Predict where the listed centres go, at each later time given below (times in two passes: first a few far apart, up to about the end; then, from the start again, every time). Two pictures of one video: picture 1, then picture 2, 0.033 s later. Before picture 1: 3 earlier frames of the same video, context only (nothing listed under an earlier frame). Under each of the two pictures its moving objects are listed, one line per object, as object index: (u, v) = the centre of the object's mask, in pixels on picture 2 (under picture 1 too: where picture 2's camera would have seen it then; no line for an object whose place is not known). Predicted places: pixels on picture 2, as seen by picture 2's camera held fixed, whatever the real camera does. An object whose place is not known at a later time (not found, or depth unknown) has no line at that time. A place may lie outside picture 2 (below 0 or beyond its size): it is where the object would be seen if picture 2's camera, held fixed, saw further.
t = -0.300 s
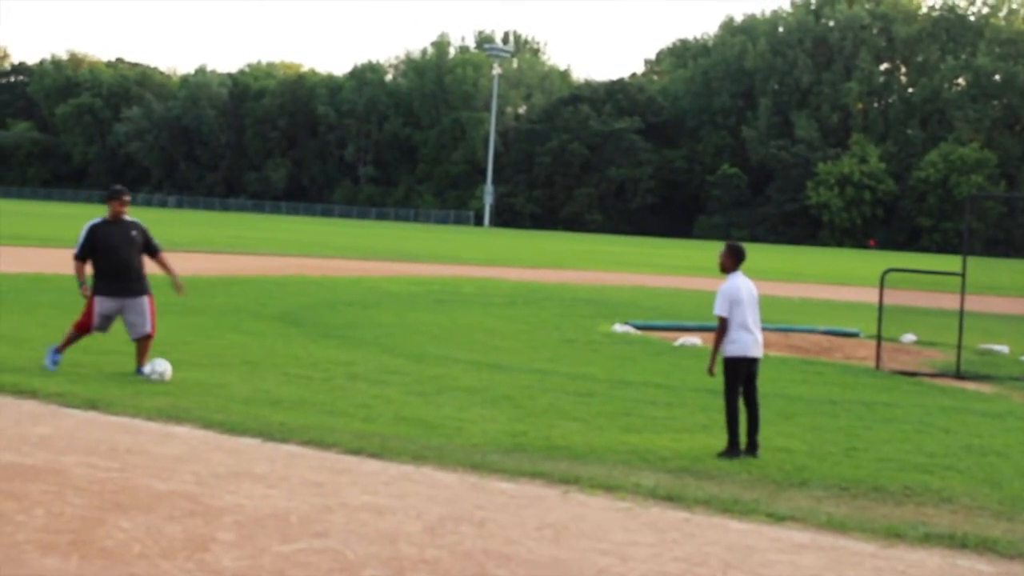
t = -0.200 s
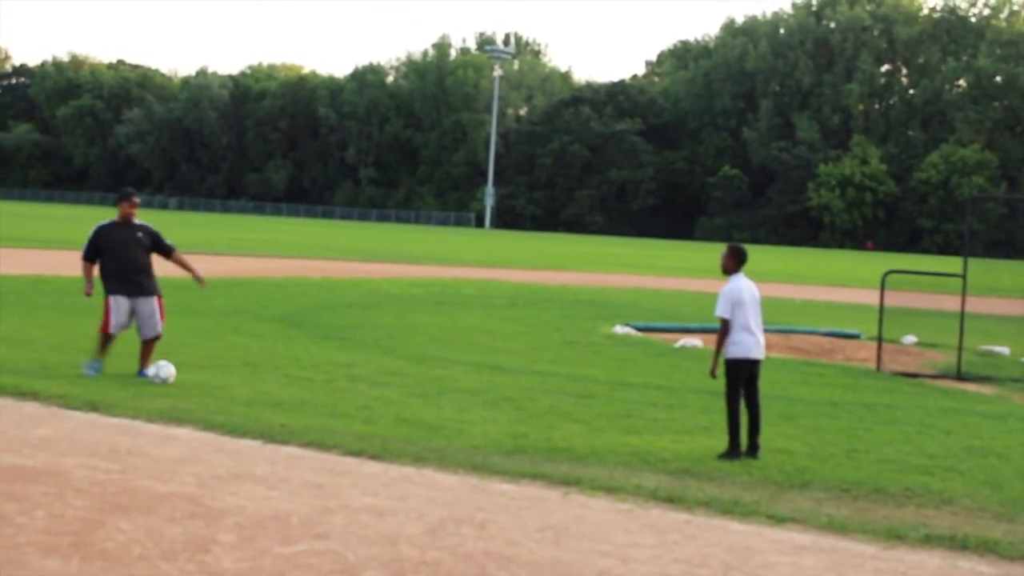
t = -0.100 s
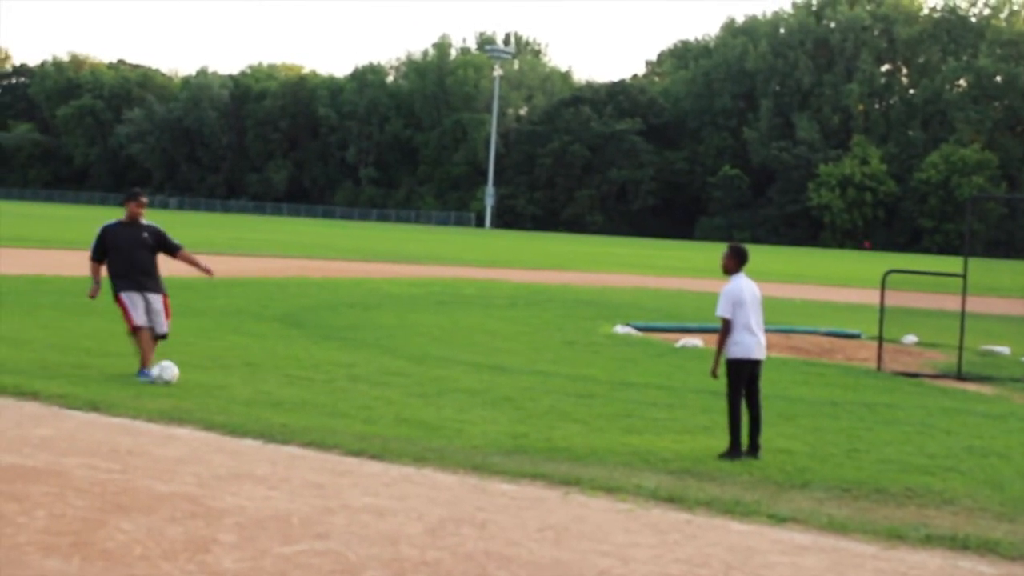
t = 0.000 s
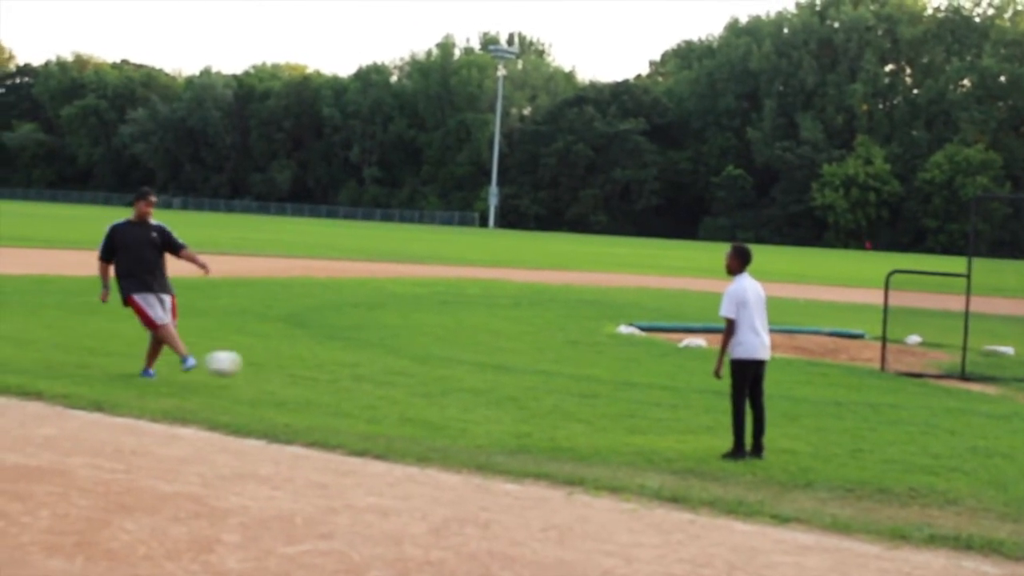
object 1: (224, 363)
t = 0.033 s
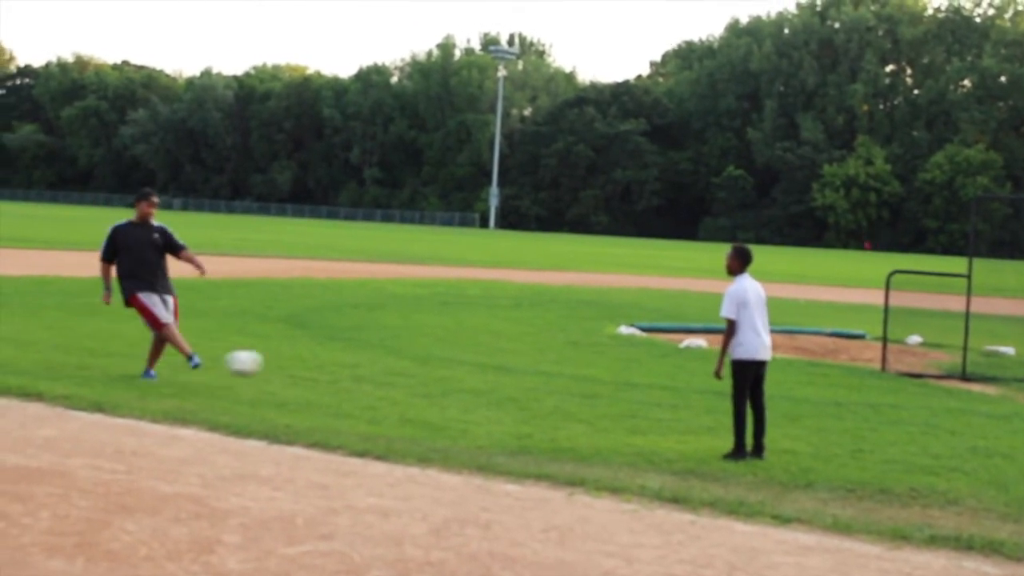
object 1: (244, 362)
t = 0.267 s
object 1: (391, 390)
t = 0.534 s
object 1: (515, 409)
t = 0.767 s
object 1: (606, 424)
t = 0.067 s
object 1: (264, 362)
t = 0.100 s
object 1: (284, 363)
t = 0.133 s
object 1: (306, 366)
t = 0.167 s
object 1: (326, 370)
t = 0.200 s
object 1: (347, 375)
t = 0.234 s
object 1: (369, 382)
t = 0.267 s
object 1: (391, 390)
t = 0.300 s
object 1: (412, 400)
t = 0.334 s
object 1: (431, 404)
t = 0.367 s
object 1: (444, 403)
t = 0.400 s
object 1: (458, 401)
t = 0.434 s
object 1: (472, 400)
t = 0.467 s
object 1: (486, 402)
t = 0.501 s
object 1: (500, 404)
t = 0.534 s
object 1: (515, 409)
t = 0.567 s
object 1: (528, 415)
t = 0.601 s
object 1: (542, 419)
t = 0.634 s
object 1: (555, 418)
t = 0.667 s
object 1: (568, 418)
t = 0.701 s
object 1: (580, 418)
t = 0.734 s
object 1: (593, 421)
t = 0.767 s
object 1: (606, 424)
